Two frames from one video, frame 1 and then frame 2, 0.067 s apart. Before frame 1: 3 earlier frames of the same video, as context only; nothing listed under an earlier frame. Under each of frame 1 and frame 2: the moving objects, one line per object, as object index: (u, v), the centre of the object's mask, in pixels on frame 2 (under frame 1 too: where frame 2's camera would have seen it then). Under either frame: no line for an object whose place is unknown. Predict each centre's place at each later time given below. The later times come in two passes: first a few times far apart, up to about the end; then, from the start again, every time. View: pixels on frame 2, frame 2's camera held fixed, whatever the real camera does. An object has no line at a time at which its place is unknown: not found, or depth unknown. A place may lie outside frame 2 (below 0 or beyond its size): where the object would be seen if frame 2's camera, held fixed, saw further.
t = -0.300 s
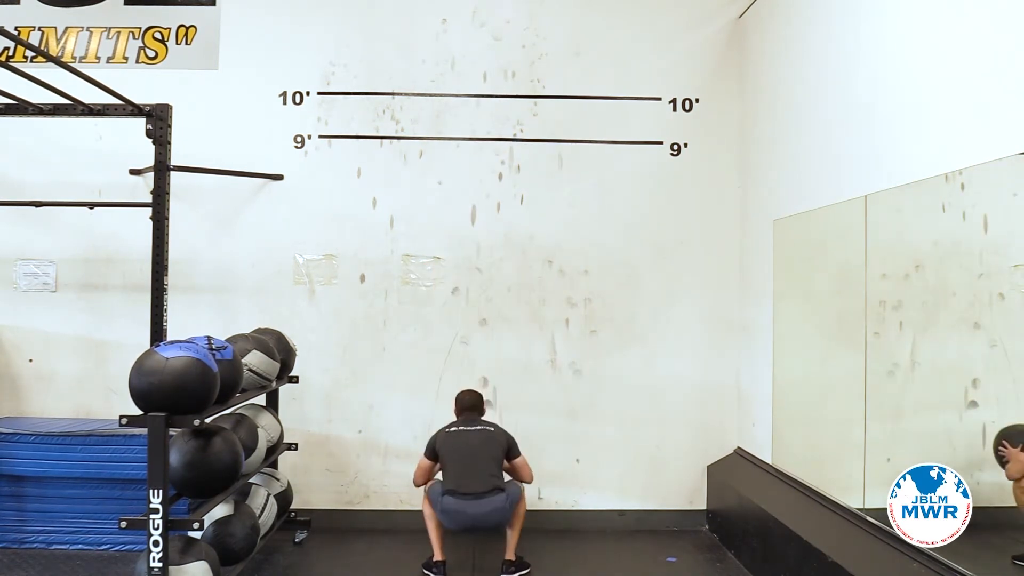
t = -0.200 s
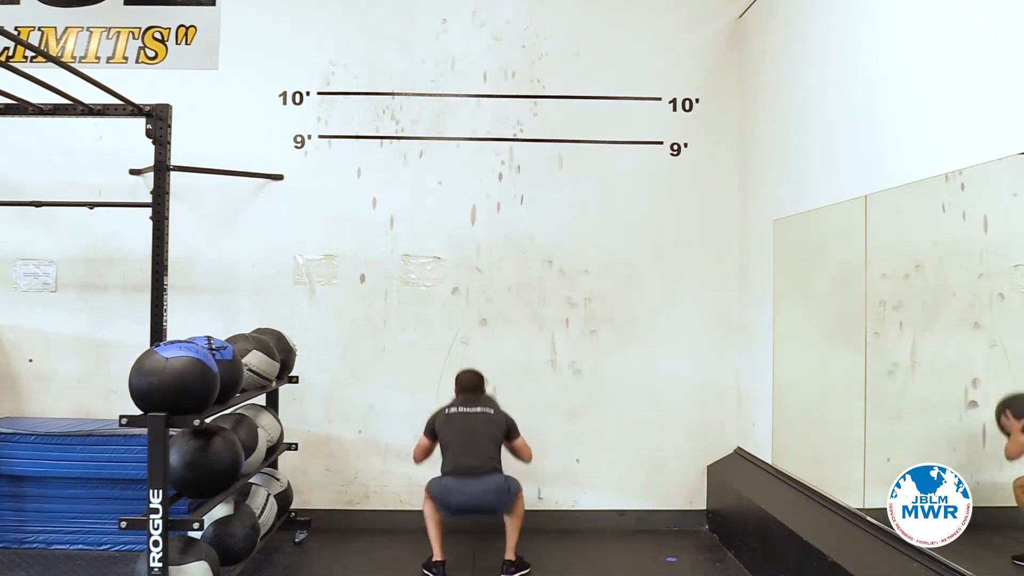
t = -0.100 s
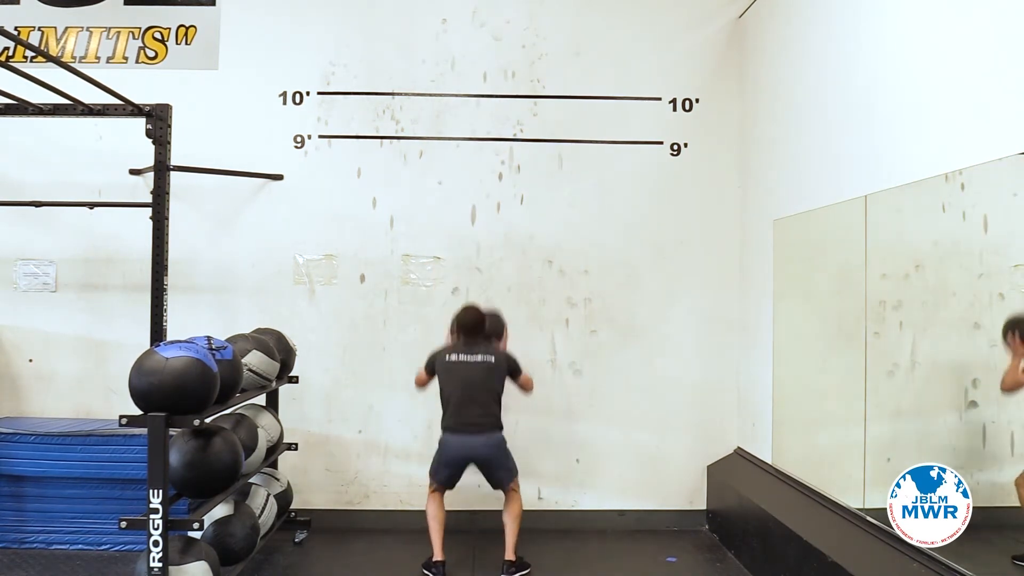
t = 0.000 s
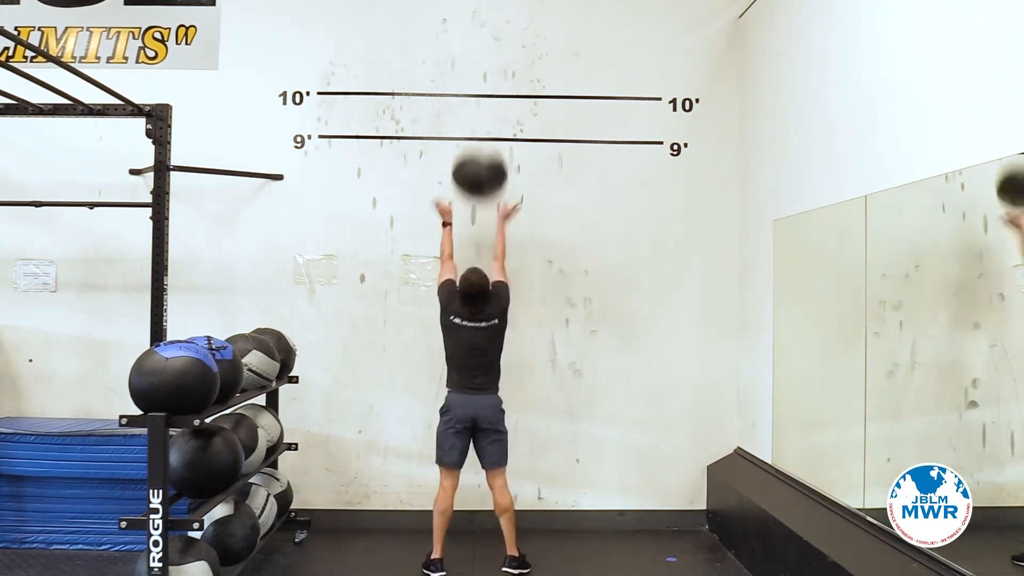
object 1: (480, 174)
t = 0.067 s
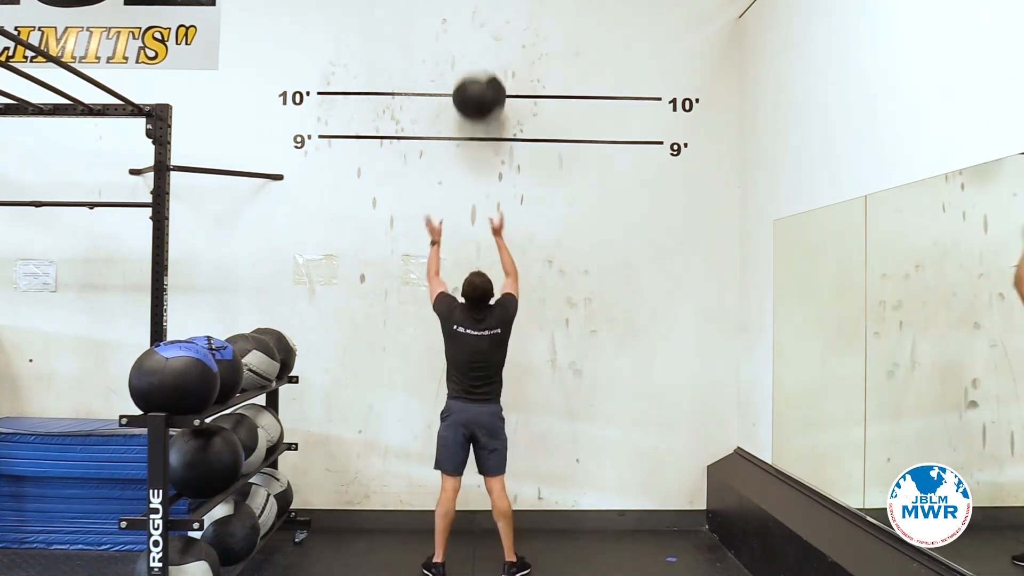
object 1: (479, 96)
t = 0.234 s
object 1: (478, 79)
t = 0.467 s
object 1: (475, 145)
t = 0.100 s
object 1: (479, 78)
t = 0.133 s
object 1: (479, 76)
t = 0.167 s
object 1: (478, 76)
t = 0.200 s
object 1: (478, 77)
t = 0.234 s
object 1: (478, 79)
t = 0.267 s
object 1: (477, 84)
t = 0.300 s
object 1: (477, 89)
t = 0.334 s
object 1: (476, 97)
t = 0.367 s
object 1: (476, 106)
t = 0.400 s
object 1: (476, 118)
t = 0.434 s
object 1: (475, 131)
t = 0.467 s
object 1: (475, 145)
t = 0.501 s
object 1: (474, 162)
